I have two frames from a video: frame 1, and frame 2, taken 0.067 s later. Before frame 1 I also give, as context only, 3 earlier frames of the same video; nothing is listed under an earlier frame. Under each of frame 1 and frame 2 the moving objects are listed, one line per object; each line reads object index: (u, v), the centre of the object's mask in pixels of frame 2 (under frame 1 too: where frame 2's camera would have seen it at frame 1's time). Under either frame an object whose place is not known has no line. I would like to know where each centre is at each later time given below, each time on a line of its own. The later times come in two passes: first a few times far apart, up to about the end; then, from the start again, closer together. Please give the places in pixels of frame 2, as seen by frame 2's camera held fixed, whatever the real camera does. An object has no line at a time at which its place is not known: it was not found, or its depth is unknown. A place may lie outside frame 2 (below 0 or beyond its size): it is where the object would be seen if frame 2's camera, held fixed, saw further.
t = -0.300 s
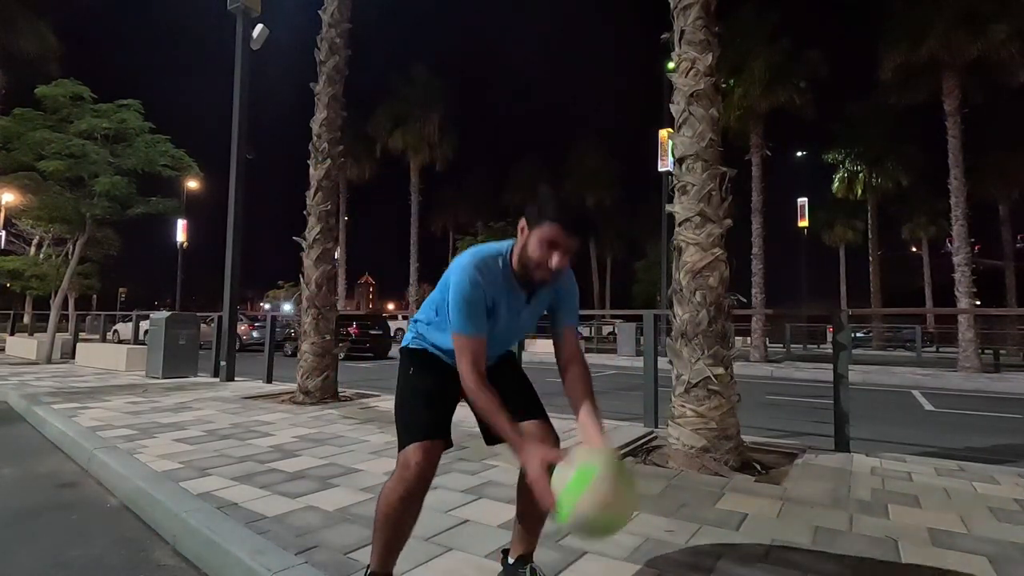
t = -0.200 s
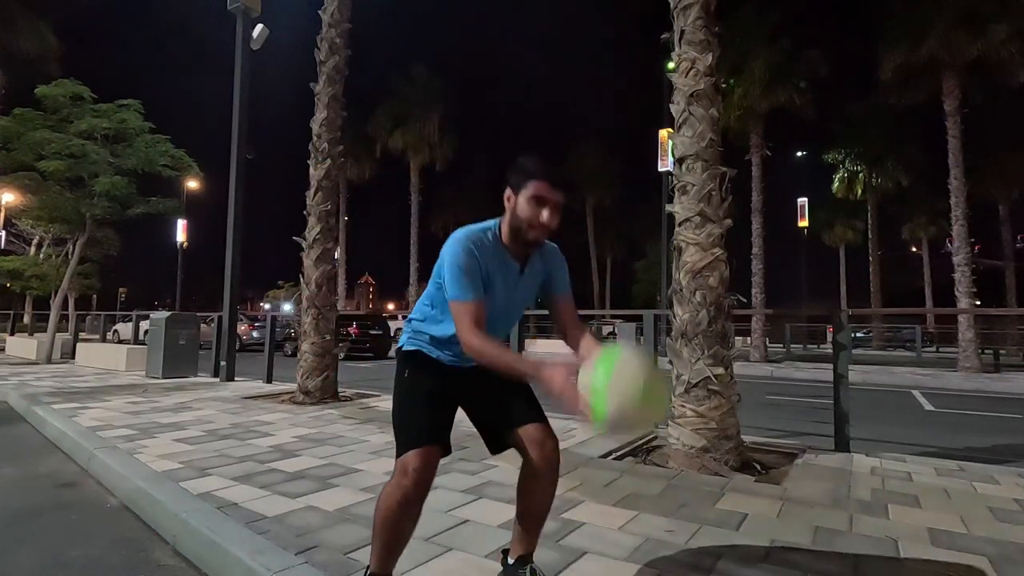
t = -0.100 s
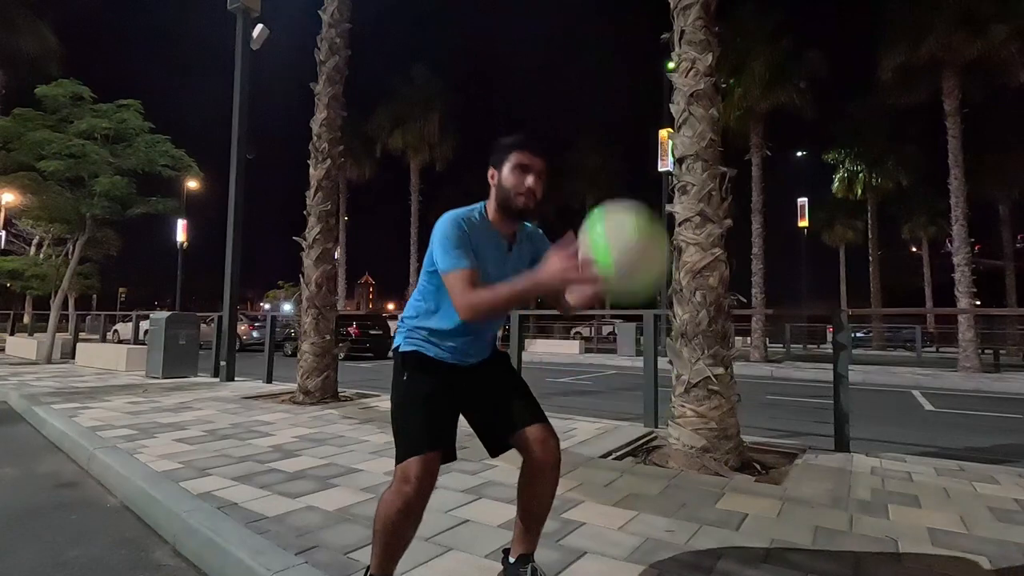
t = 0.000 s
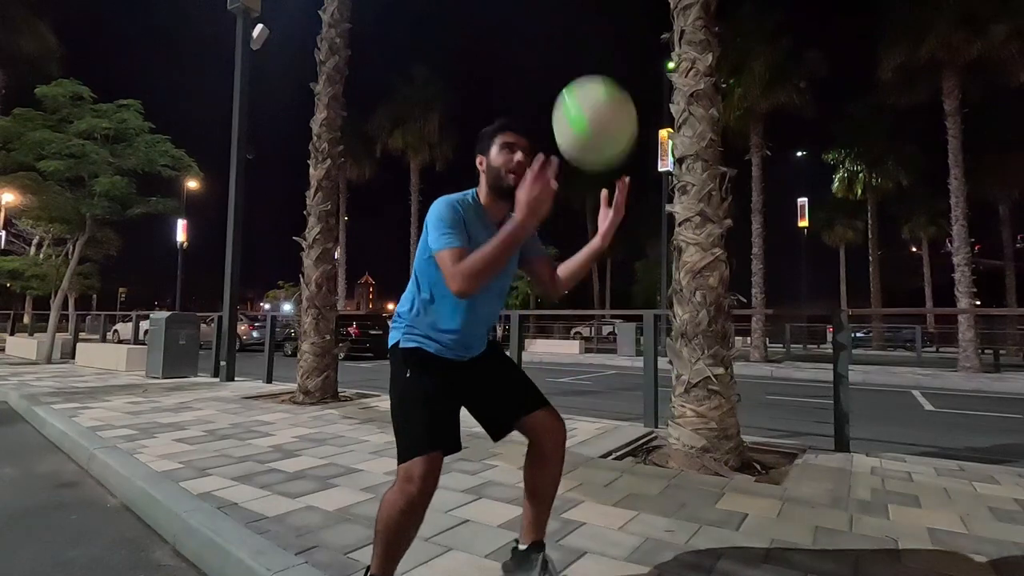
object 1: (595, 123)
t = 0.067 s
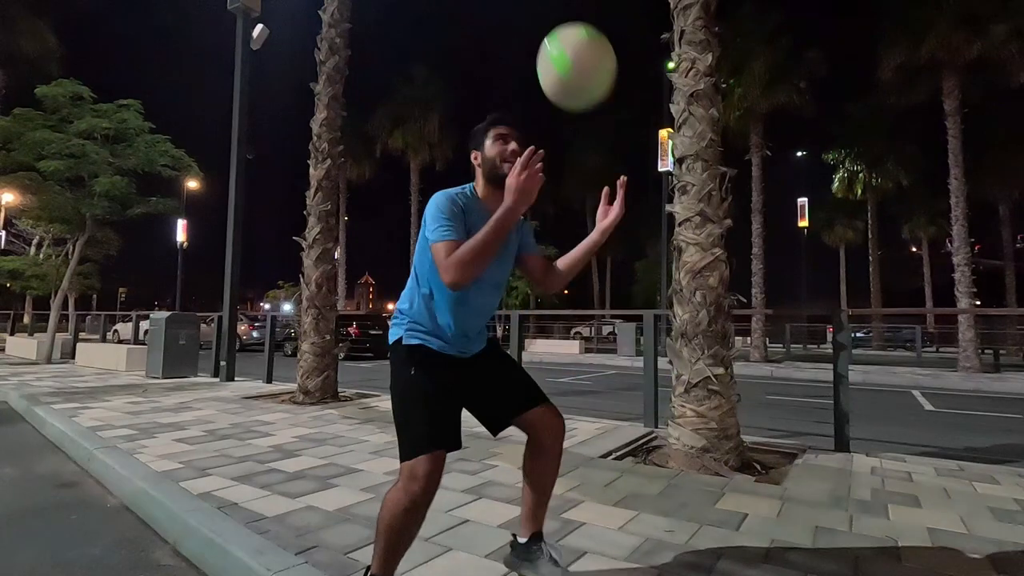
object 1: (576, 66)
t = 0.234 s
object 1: (537, 20)
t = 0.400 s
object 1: (505, 33)
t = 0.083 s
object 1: (572, 56)
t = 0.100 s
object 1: (568, 46)
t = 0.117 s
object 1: (564, 39)
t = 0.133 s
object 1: (560, 34)
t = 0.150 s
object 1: (556, 30)
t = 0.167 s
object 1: (552, 26)
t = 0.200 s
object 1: (545, 22)
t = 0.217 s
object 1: (541, 21)
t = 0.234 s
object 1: (537, 20)
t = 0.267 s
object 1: (530, 19)
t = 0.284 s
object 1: (527, 19)
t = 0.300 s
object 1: (524, 20)
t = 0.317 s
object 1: (520, 21)
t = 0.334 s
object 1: (517, 22)
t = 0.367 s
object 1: (511, 26)
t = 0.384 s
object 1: (508, 29)
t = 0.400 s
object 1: (505, 33)
